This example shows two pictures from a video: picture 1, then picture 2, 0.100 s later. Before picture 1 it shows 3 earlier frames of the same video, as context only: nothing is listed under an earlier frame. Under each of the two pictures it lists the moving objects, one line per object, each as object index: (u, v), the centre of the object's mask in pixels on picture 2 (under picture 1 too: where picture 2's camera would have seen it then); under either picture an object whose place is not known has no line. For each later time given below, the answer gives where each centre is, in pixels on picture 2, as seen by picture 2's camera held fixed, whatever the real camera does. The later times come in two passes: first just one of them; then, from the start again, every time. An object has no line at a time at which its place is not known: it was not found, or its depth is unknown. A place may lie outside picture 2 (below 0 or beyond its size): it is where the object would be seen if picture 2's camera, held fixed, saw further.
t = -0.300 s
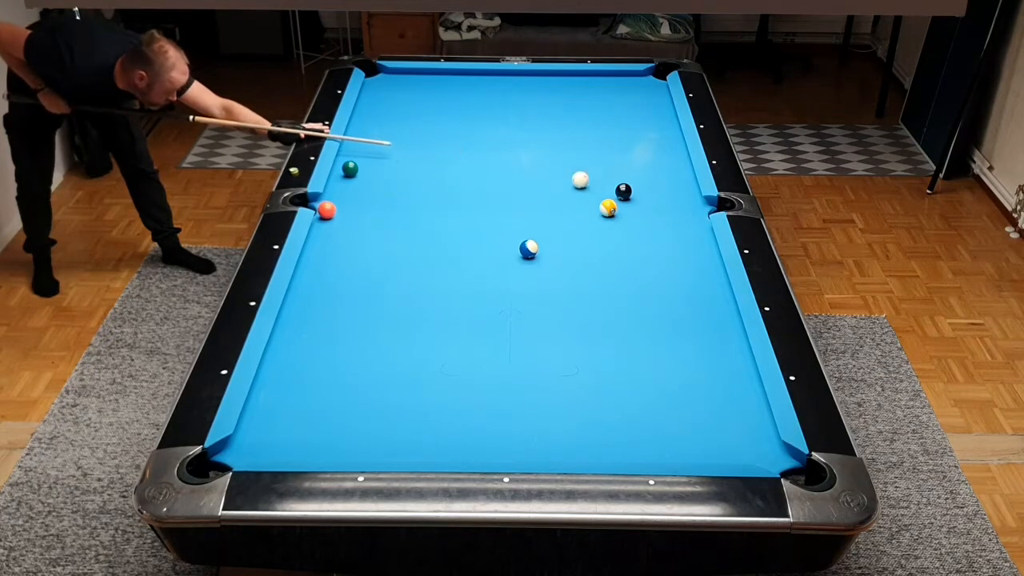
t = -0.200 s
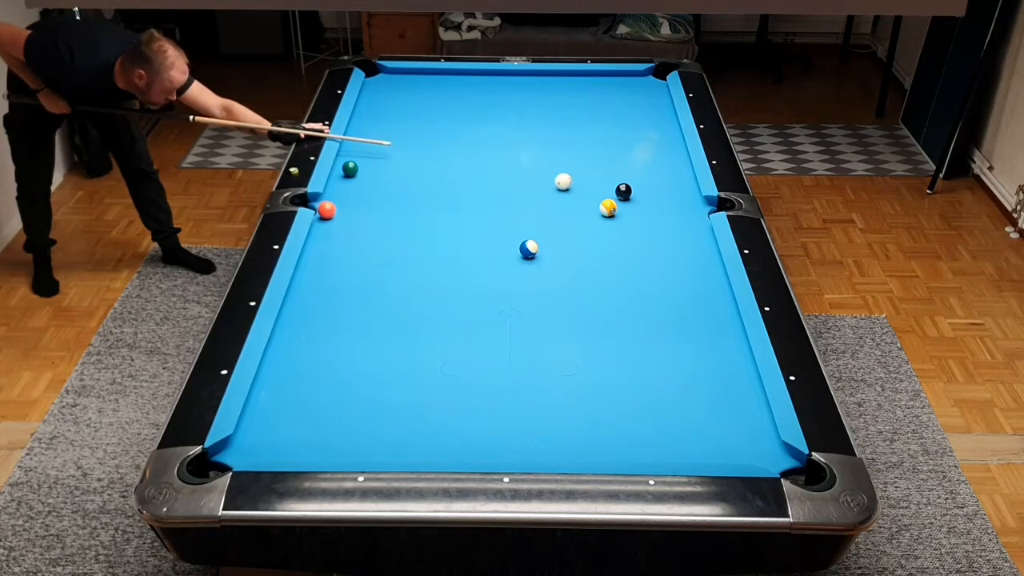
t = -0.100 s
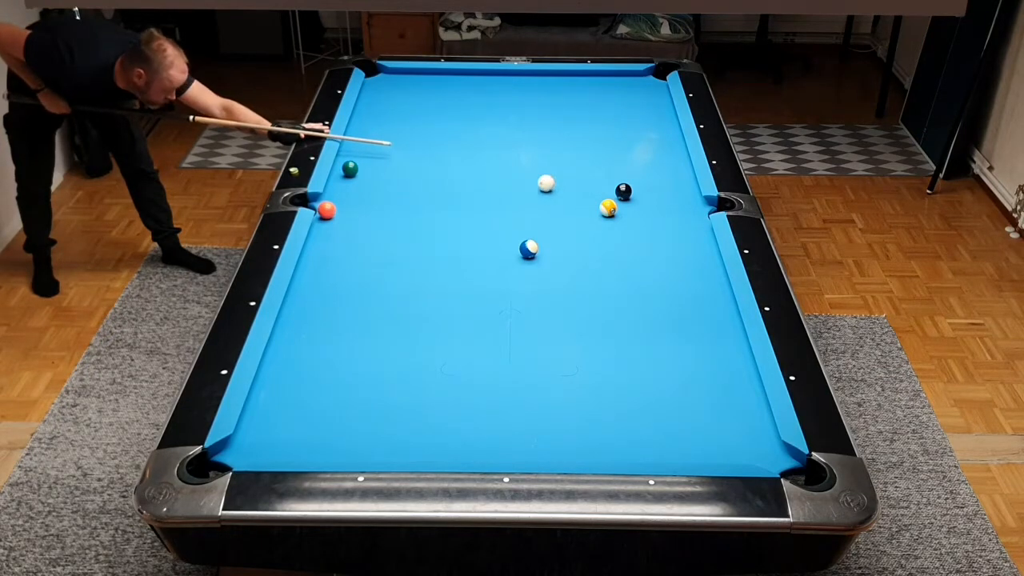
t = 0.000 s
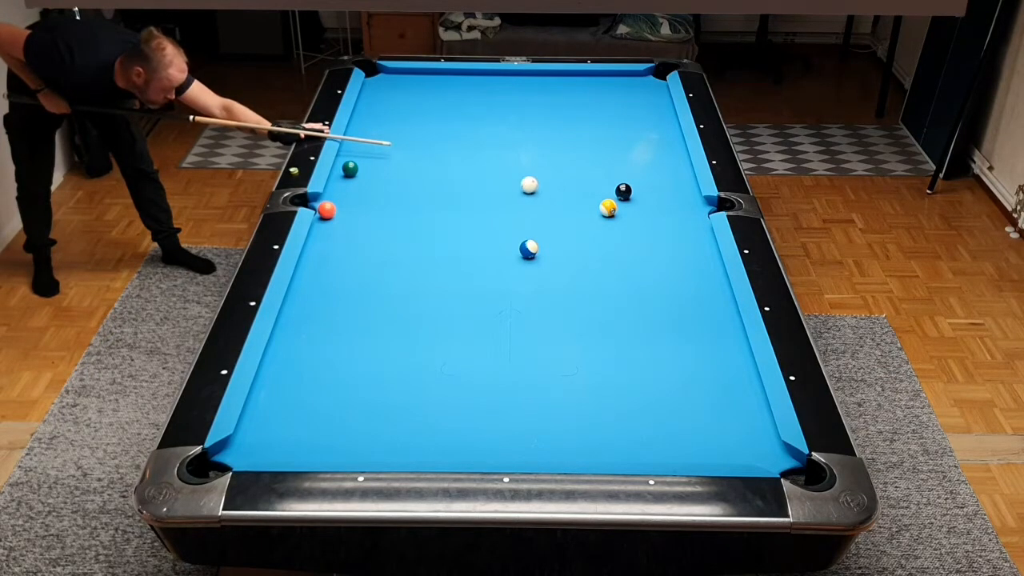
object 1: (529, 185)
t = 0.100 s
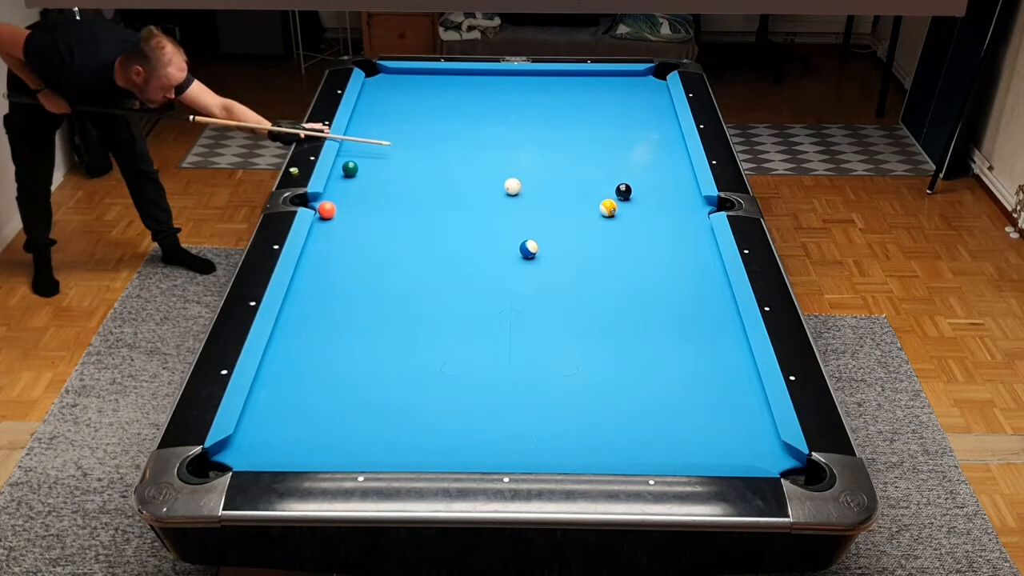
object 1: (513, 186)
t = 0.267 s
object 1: (485, 189)
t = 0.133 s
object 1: (507, 187)
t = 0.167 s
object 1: (502, 187)
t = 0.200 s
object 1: (496, 188)
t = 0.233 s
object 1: (490, 188)
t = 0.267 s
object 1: (485, 189)
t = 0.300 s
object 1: (480, 189)
